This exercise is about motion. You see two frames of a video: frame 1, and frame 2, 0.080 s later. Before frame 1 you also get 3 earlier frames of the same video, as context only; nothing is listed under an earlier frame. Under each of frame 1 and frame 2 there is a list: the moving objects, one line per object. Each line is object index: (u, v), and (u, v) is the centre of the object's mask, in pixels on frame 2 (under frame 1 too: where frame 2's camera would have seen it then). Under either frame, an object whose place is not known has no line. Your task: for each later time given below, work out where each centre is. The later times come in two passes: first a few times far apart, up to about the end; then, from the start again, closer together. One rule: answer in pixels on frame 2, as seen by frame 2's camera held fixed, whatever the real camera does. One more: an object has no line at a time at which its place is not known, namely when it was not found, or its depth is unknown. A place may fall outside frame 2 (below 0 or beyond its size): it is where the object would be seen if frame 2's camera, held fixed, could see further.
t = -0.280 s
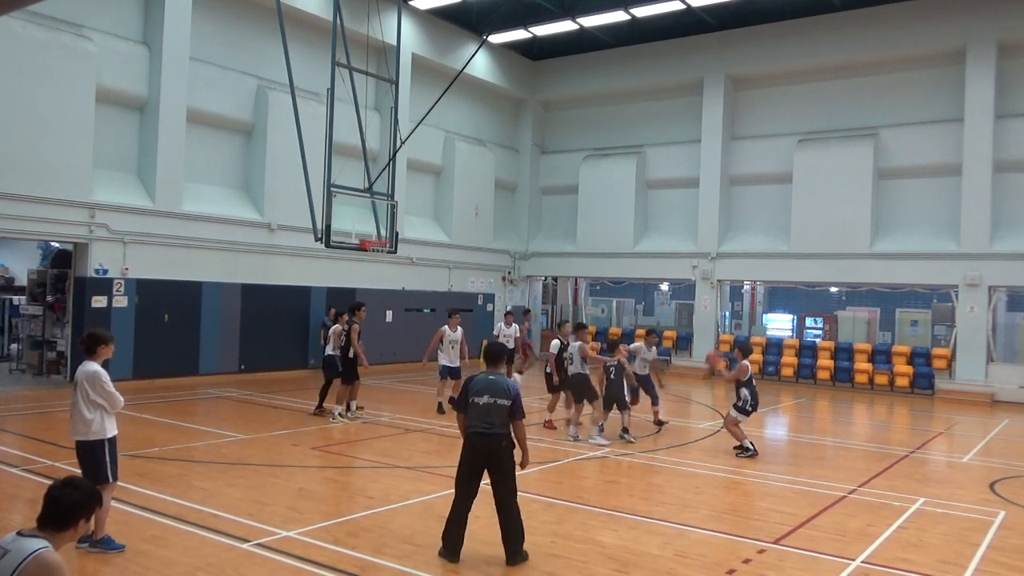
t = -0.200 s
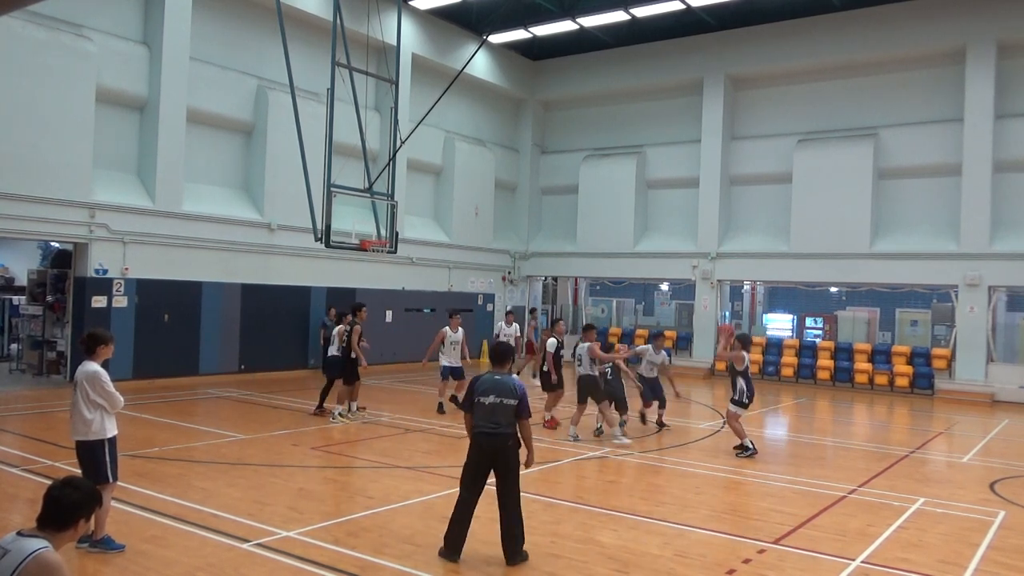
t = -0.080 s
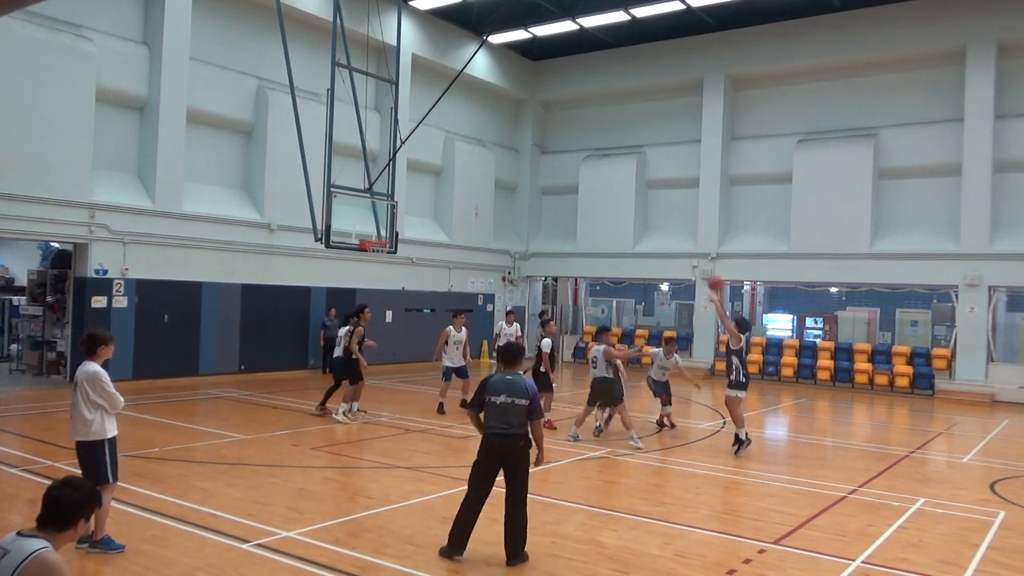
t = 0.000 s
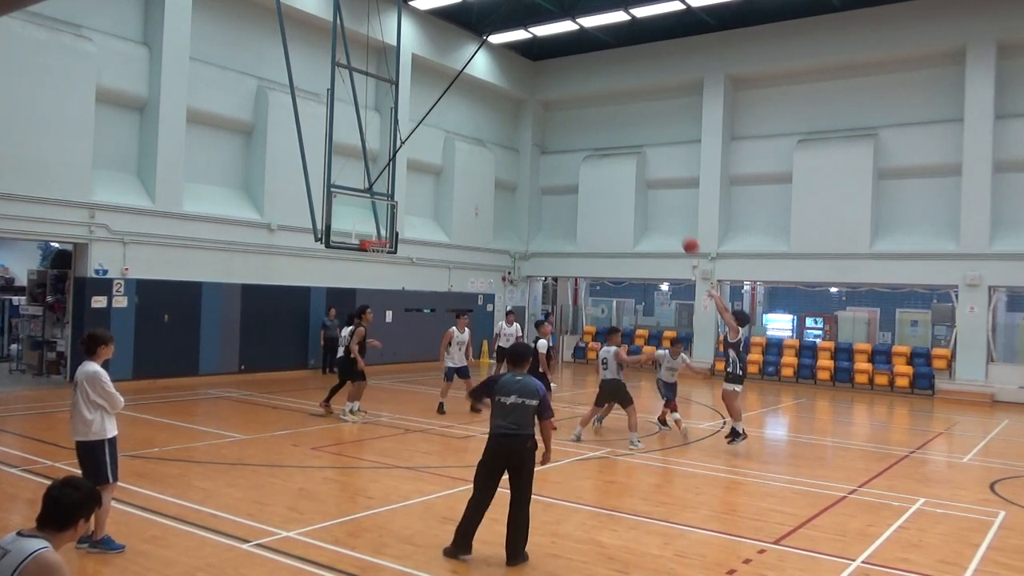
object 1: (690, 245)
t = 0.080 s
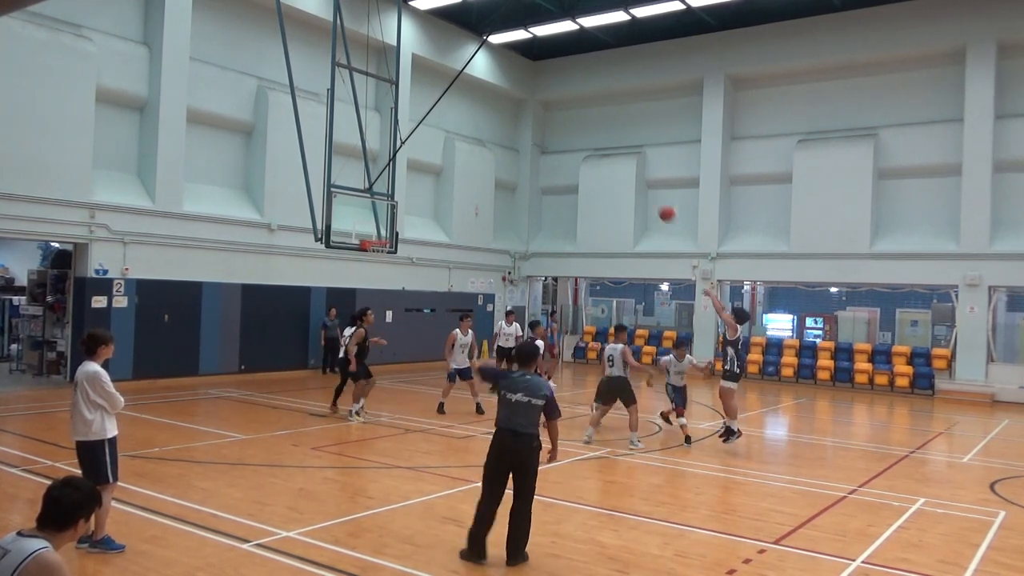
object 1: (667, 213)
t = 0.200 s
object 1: (632, 175)
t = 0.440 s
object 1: (571, 131)
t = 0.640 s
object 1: (525, 122)
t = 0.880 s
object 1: (474, 140)
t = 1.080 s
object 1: (436, 175)
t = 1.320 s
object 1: (395, 239)
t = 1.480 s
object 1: (433, 250)
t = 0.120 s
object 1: (655, 199)
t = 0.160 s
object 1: (643, 187)
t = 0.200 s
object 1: (632, 175)
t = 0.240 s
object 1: (621, 165)
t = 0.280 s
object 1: (611, 157)
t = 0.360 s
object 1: (590, 142)
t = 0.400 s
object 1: (580, 136)
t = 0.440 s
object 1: (571, 131)
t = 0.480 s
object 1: (561, 128)
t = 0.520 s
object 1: (552, 125)
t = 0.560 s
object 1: (543, 123)
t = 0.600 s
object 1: (534, 122)
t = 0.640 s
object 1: (525, 122)
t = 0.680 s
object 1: (516, 123)
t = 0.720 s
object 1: (508, 125)
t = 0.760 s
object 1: (499, 128)
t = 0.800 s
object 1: (491, 131)
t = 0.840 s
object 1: (482, 135)
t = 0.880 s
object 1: (474, 140)
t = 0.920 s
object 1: (466, 146)
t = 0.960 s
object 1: (458, 152)
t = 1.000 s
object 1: (450, 159)
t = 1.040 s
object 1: (443, 166)
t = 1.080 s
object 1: (436, 175)
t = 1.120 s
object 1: (428, 184)
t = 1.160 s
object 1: (422, 194)
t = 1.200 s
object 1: (415, 204)
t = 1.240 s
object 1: (408, 215)
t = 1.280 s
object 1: (401, 227)
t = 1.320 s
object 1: (395, 239)
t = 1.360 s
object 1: (402, 242)
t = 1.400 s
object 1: (413, 244)
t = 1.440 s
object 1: (422, 246)
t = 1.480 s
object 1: (433, 250)
